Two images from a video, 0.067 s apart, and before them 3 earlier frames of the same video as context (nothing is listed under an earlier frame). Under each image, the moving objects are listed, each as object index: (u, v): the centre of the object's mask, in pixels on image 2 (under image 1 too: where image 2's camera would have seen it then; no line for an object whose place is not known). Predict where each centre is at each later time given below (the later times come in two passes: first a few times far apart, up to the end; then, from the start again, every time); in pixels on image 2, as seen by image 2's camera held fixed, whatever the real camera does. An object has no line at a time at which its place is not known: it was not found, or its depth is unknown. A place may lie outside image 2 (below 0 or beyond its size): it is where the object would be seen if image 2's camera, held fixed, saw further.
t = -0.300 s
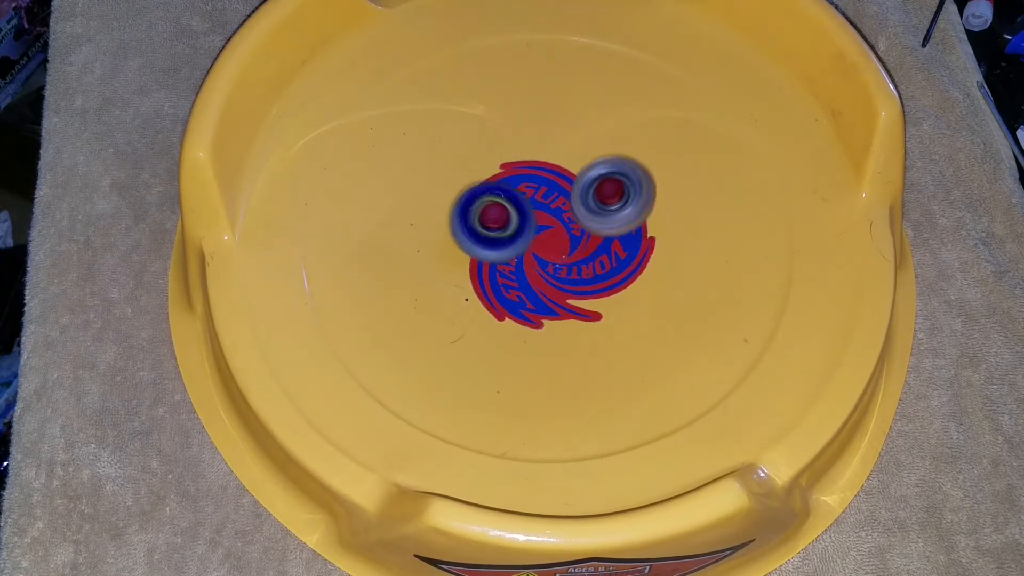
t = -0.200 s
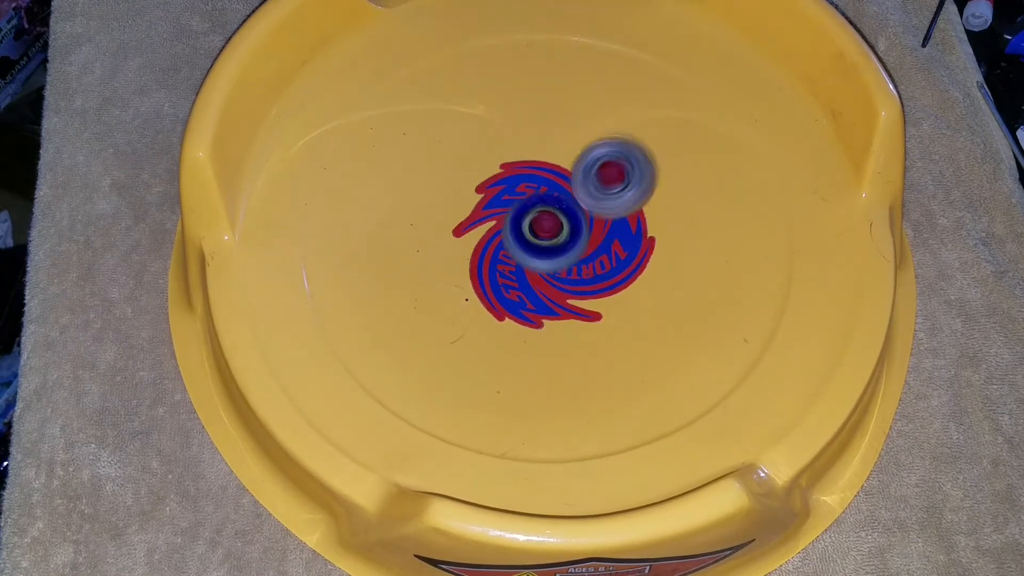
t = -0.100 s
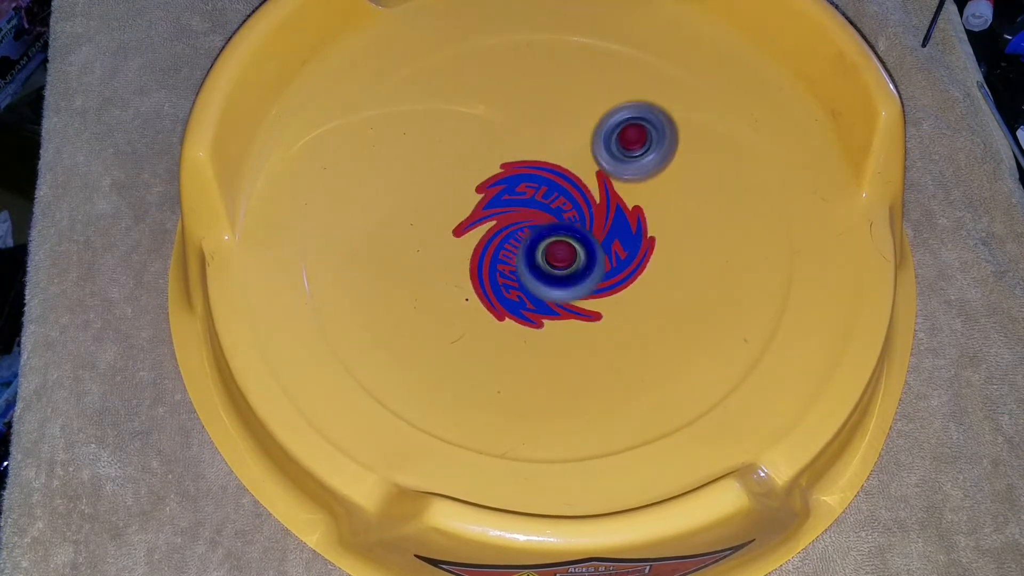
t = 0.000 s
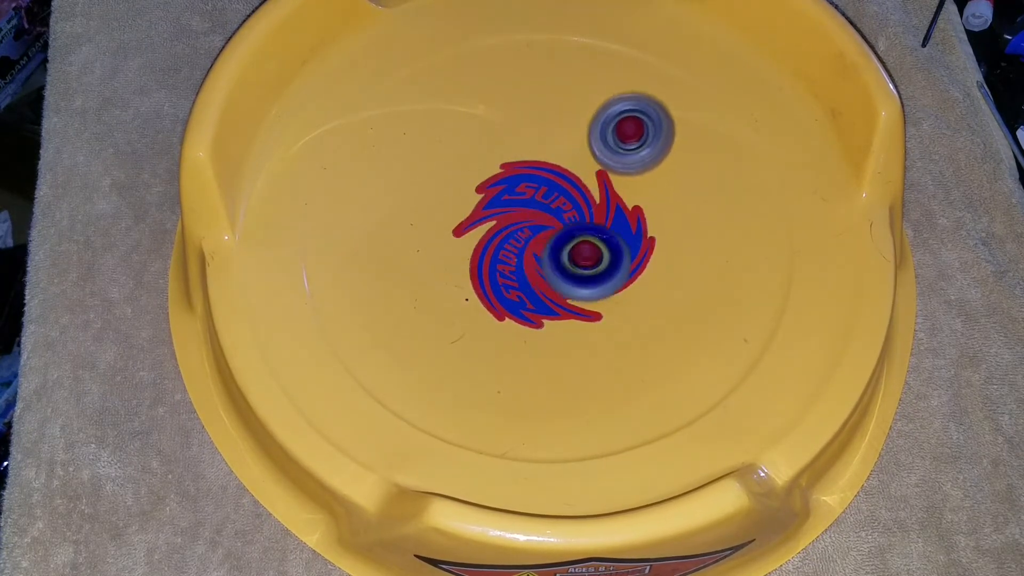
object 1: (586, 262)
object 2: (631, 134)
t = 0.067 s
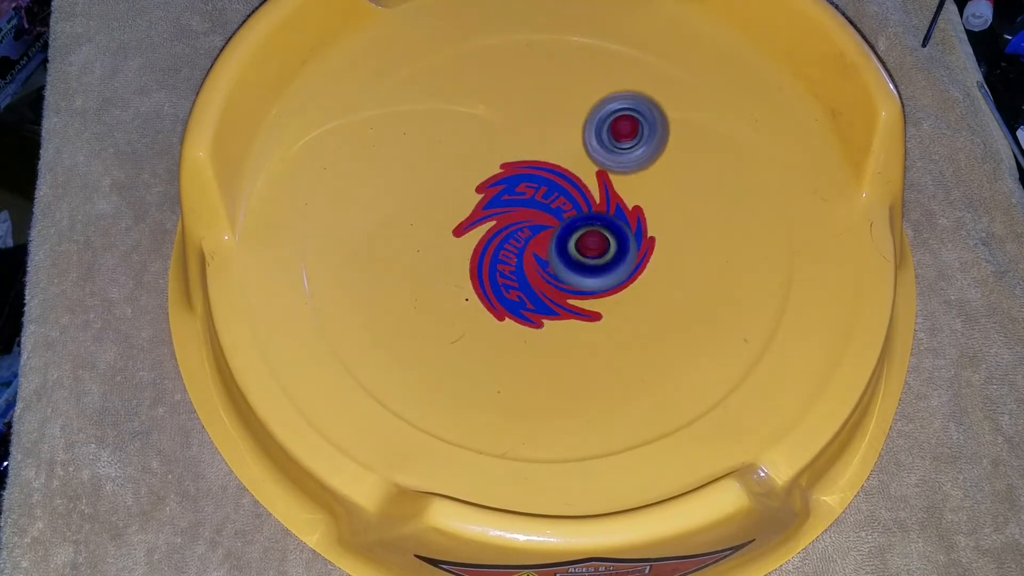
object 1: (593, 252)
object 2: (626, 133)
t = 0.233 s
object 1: (564, 237)
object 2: (600, 142)
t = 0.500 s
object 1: (557, 281)
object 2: (534, 189)
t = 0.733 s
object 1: (557, 256)
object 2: (459, 224)
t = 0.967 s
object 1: (528, 266)
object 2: (417, 244)
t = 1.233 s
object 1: (542, 258)
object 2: (427, 268)
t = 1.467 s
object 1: (575, 193)
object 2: (397, 312)
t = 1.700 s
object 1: (523, 194)
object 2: (427, 327)
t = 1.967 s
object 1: (578, 254)
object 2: (504, 317)
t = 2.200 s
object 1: (587, 218)
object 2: (548, 315)
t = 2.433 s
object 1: (545, 226)
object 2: (587, 299)
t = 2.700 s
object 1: (494, 238)
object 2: (622, 290)
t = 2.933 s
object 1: (520, 264)
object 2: (638, 253)
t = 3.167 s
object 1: (530, 255)
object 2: (623, 224)
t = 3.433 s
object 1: (530, 256)
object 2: (580, 193)
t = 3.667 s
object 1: (565, 284)
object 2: (549, 164)
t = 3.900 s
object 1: (566, 240)
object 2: (509, 180)
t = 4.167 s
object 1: (605, 253)
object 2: (455, 188)
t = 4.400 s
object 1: (558, 253)
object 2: (464, 256)
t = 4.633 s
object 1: (561, 267)
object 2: (436, 329)
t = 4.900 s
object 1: (550, 260)
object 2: (473, 341)
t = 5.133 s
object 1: (528, 230)
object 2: (517, 345)
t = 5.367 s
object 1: (513, 218)
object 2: (556, 304)
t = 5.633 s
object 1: (452, 209)
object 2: (650, 247)
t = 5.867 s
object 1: (505, 251)
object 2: (651, 220)
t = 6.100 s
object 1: (540, 227)
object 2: (636, 189)
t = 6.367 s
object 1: (521, 232)
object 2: (593, 182)
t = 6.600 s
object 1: (536, 263)
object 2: (562, 189)
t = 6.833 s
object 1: (580, 293)
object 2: (549, 186)
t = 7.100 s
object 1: (581, 266)
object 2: (513, 189)
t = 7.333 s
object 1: (561, 272)
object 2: (489, 200)
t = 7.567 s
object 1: (564, 286)
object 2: (475, 218)
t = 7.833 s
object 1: (588, 274)
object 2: (474, 227)
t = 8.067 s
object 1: (597, 228)
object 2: (483, 225)
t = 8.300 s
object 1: (586, 223)
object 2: (464, 218)
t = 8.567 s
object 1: (563, 263)
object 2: (479, 214)
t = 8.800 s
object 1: (579, 274)
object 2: (497, 211)
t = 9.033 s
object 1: (567, 272)
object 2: (516, 188)
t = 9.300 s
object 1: (544, 273)
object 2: (527, 182)
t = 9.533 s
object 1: (518, 277)
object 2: (552, 199)
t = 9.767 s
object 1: (520, 278)
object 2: (585, 214)
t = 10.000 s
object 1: (527, 271)
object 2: (605, 219)
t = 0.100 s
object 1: (591, 246)
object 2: (622, 133)
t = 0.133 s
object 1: (588, 239)
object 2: (617, 134)
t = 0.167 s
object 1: (582, 236)
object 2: (612, 136)
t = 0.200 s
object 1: (574, 236)
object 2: (607, 139)
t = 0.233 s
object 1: (564, 237)
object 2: (600, 142)
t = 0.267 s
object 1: (557, 241)
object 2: (593, 147)
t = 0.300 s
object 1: (551, 247)
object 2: (586, 152)
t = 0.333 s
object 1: (546, 254)
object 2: (578, 158)
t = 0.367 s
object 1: (542, 262)
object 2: (570, 163)
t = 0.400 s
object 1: (543, 270)
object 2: (561, 169)
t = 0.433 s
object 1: (547, 275)
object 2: (553, 175)
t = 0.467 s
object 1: (552, 280)
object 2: (544, 182)
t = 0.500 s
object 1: (557, 281)
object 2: (534, 189)
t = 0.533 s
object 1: (561, 279)
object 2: (523, 195)
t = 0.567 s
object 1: (564, 276)
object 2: (512, 202)
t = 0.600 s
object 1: (567, 273)
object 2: (499, 208)
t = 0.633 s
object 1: (568, 269)
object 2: (487, 214)
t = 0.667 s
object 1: (565, 265)
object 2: (478, 217)
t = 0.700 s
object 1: (562, 260)
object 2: (468, 221)
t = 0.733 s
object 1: (557, 256)
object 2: (459, 224)
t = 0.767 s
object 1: (553, 255)
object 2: (449, 228)
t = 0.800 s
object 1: (547, 256)
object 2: (442, 231)
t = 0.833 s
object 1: (542, 256)
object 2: (434, 234)
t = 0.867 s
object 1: (536, 258)
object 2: (428, 236)
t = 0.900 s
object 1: (530, 260)
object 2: (423, 238)
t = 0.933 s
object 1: (528, 263)
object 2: (420, 241)
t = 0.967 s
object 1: (528, 266)
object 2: (417, 244)
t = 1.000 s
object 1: (529, 267)
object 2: (415, 247)
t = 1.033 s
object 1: (531, 267)
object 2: (413, 249)
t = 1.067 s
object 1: (534, 267)
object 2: (413, 252)
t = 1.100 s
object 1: (536, 267)
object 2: (414, 256)
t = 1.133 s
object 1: (537, 266)
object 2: (416, 259)
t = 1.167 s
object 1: (539, 263)
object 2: (418, 262)
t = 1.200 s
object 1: (541, 260)
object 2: (422, 265)
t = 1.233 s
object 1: (542, 258)
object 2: (427, 268)
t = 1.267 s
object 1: (539, 258)
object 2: (432, 271)
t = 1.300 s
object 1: (531, 257)
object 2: (439, 274)
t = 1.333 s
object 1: (539, 249)
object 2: (429, 284)
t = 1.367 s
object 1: (557, 234)
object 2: (410, 296)
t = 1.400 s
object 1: (569, 220)
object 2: (399, 305)
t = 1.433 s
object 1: (574, 207)
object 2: (397, 309)
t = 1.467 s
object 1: (575, 193)
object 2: (397, 312)
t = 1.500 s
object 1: (571, 182)
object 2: (399, 315)
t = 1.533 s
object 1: (563, 174)
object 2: (401, 318)
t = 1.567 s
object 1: (554, 171)
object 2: (405, 321)
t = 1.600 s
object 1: (544, 173)
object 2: (409, 323)
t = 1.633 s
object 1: (534, 178)
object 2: (414, 324)
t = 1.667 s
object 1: (526, 185)
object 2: (420, 326)
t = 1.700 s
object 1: (523, 194)
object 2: (427, 327)
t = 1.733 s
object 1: (523, 205)
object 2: (435, 327)
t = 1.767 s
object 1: (526, 217)
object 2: (444, 326)
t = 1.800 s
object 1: (532, 227)
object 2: (454, 325)
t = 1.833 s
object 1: (538, 235)
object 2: (464, 323)
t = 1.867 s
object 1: (544, 242)
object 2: (474, 319)
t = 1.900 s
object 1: (554, 249)
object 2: (485, 316)
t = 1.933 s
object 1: (565, 257)
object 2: (497, 312)
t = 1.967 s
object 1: (578, 254)
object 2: (504, 317)
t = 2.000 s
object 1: (589, 247)
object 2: (512, 323)
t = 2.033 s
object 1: (596, 242)
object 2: (519, 325)
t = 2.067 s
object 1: (600, 235)
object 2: (525, 324)
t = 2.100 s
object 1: (600, 230)
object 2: (531, 323)
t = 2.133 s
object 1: (598, 225)
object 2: (536, 321)
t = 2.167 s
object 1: (591, 221)
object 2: (542, 319)
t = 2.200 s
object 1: (587, 218)
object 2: (548, 315)
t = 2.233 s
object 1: (580, 217)
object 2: (554, 312)
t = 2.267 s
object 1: (573, 218)
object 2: (560, 308)
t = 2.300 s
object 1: (567, 220)
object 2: (567, 304)
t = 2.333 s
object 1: (558, 221)
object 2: (573, 303)
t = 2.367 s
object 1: (551, 223)
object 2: (579, 304)
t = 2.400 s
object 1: (547, 225)
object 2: (583, 302)
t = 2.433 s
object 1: (545, 226)
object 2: (587, 299)
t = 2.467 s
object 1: (543, 227)
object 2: (590, 296)
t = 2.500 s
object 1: (533, 221)
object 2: (602, 301)
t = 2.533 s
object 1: (523, 218)
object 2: (609, 302)
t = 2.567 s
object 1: (514, 217)
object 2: (613, 301)
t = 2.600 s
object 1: (505, 218)
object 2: (617, 299)
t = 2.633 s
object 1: (497, 223)
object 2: (619, 296)
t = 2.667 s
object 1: (494, 230)
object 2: (621, 293)
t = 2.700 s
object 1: (494, 238)
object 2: (622, 290)
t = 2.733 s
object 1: (495, 246)
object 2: (622, 286)
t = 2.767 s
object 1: (499, 252)
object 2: (622, 281)
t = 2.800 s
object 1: (505, 257)
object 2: (621, 277)
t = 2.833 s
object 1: (513, 260)
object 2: (621, 271)
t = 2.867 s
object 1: (524, 263)
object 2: (619, 266)
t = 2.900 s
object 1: (523, 263)
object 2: (629, 259)
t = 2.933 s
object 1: (520, 264)
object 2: (638, 253)
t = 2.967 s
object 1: (520, 264)
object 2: (639, 250)
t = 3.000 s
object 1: (521, 263)
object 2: (638, 246)
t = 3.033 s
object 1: (523, 262)
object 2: (637, 242)
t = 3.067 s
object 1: (526, 262)
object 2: (634, 237)
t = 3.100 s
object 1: (528, 261)
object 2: (632, 232)
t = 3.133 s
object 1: (529, 259)
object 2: (628, 228)
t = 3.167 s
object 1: (530, 255)
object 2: (623, 224)
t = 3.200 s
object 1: (531, 253)
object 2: (619, 219)
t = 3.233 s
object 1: (531, 251)
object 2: (614, 216)
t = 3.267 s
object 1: (529, 252)
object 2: (609, 211)
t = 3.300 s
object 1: (525, 253)
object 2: (604, 206)
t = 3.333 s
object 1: (522, 255)
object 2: (598, 202)
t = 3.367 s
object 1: (523, 255)
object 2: (592, 199)
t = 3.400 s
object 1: (525, 256)
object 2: (586, 195)
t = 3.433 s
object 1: (530, 256)
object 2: (580, 193)
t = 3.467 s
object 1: (528, 266)
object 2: (577, 182)
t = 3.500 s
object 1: (530, 273)
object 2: (575, 174)
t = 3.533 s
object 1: (534, 279)
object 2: (571, 170)
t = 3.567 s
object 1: (540, 284)
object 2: (565, 167)
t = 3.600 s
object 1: (548, 286)
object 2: (560, 166)
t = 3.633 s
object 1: (557, 286)
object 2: (554, 165)
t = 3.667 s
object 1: (565, 284)
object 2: (549, 164)
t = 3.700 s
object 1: (571, 279)
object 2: (544, 165)
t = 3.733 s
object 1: (575, 272)
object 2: (538, 166)
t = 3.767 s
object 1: (576, 263)
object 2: (532, 168)
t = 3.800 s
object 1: (575, 255)
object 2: (527, 170)
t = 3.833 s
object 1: (572, 247)
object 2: (521, 173)
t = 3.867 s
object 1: (568, 242)
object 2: (515, 176)
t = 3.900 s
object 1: (566, 240)
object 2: (509, 180)
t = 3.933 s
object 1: (572, 247)
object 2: (495, 176)
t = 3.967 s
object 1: (581, 255)
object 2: (480, 169)
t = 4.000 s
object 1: (589, 257)
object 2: (470, 168)
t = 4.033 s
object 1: (596, 259)
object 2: (464, 170)
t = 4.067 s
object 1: (602, 258)
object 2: (461, 173)
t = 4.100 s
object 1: (604, 257)
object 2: (458, 177)
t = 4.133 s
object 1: (605, 255)
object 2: (456, 182)
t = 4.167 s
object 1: (605, 253)
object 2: (455, 188)
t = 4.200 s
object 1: (603, 250)
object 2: (454, 194)
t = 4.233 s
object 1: (600, 248)
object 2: (454, 201)
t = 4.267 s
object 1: (594, 247)
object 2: (456, 209)
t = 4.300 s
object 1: (586, 247)
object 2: (458, 217)
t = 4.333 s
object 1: (577, 248)
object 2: (460, 230)
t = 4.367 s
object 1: (568, 250)
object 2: (462, 242)
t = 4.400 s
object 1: (558, 253)
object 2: (464, 256)
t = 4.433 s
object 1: (558, 258)
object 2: (454, 271)
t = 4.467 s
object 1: (559, 262)
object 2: (446, 287)
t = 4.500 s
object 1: (560, 265)
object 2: (441, 300)
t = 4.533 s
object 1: (560, 267)
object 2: (438, 310)
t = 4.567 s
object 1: (560, 267)
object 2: (435, 319)
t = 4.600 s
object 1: (561, 267)
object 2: (435, 325)
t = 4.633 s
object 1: (561, 267)
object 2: (436, 329)
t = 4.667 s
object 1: (561, 267)
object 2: (437, 333)
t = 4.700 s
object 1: (561, 266)
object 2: (440, 336)
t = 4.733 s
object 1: (560, 266)
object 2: (444, 339)
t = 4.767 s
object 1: (559, 266)
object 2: (449, 341)
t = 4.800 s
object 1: (556, 264)
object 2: (455, 342)
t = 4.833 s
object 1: (554, 262)
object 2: (460, 342)
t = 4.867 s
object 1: (551, 260)
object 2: (467, 342)
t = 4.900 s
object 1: (550, 260)
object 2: (473, 341)
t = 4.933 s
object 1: (546, 259)
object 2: (481, 339)
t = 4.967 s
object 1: (543, 258)
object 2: (489, 335)
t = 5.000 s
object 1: (537, 258)
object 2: (498, 330)
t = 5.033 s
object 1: (533, 249)
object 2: (502, 339)
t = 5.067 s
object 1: (532, 239)
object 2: (507, 345)
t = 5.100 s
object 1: (531, 235)
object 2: (512, 346)
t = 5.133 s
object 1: (528, 230)
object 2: (517, 345)
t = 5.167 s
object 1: (523, 224)
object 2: (522, 343)
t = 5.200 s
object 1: (519, 221)
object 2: (527, 340)
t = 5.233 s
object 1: (516, 219)
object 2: (532, 336)
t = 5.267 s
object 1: (515, 217)
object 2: (537, 331)
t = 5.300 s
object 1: (514, 216)
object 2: (543, 324)
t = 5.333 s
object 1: (514, 217)
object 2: (549, 315)
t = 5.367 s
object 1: (513, 218)
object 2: (556, 304)
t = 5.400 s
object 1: (512, 219)
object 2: (565, 294)
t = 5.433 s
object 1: (511, 220)
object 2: (574, 283)
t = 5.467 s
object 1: (512, 221)
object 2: (584, 272)
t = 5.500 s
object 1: (498, 213)
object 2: (608, 269)
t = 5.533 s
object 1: (485, 208)
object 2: (623, 264)
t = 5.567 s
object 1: (471, 206)
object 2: (634, 259)
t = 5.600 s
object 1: (461, 206)
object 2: (642, 254)
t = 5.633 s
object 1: (452, 209)
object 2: (650, 247)
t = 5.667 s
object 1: (445, 216)
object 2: (654, 243)
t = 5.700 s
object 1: (444, 226)
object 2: (657, 239)
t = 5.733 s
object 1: (448, 237)
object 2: (658, 236)
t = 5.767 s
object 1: (459, 246)
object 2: (658, 232)
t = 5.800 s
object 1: (473, 250)
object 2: (657, 229)
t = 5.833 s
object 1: (488, 252)
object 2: (654, 224)
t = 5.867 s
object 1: (505, 251)
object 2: (651, 220)
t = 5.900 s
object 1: (520, 248)
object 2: (645, 215)
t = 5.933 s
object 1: (533, 243)
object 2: (641, 212)
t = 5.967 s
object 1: (546, 235)
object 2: (635, 210)
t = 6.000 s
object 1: (544, 232)
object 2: (640, 201)
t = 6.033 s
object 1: (543, 230)
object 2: (644, 194)
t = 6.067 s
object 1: (541, 229)
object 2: (641, 192)
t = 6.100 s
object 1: (540, 227)
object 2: (636, 189)
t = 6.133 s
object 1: (538, 224)
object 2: (631, 188)
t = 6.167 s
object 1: (536, 223)
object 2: (625, 187)
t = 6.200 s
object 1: (534, 220)
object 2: (617, 186)
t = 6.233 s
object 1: (530, 223)
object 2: (613, 183)
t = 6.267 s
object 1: (530, 225)
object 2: (608, 182)
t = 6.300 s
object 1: (528, 226)
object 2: (604, 183)
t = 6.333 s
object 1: (525, 228)
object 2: (598, 183)
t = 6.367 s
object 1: (521, 232)
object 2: (593, 182)
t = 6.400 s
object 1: (520, 237)
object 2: (589, 181)
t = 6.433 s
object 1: (523, 242)
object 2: (585, 182)
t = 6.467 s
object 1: (527, 247)
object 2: (580, 184)
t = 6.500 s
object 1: (529, 254)
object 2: (575, 184)
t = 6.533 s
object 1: (529, 257)
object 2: (570, 186)
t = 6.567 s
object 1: (532, 261)
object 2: (567, 187)
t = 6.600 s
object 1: (536, 263)
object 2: (562, 189)
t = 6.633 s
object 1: (539, 275)
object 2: (561, 183)
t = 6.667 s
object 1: (543, 284)
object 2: (560, 178)
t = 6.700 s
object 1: (548, 290)
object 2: (558, 178)
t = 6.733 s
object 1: (557, 295)
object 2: (556, 179)
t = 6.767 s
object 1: (566, 297)
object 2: (554, 180)
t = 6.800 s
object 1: (574, 296)
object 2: (551, 183)
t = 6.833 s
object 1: (580, 293)
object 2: (549, 186)
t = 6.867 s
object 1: (585, 286)
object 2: (546, 189)
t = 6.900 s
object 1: (586, 280)
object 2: (544, 194)
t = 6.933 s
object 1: (584, 272)
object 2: (541, 198)
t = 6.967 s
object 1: (585, 270)
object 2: (532, 195)
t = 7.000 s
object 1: (586, 272)
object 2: (521, 187)
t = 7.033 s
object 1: (586, 271)
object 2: (517, 186)
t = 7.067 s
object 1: (584, 269)
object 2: (515, 187)
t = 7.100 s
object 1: (581, 266)
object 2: (513, 189)
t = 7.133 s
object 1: (576, 263)
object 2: (511, 192)
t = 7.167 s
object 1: (568, 260)
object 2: (509, 196)
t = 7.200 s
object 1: (566, 261)
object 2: (503, 195)
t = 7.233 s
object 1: (565, 265)
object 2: (495, 193)
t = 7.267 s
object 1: (564, 267)
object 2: (492, 195)
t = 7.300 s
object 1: (562, 270)
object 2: (490, 197)
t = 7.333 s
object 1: (561, 272)
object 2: (489, 200)
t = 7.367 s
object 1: (560, 274)
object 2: (487, 205)
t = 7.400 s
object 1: (558, 274)
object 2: (486, 209)
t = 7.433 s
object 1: (555, 275)
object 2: (486, 214)
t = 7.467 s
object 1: (554, 276)
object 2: (487, 219)
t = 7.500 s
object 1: (559, 281)
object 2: (476, 216)
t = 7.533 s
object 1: (560, 283)
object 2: (475, 217)
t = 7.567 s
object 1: (564, 286)
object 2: (475, 218)
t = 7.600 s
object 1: (566, 286)
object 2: (477, 218)
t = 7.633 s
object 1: (567, 287)
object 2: (477, 220)
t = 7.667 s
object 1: (568, 285)
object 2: (478, 223)
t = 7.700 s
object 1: (569, 283)
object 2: (480, 226)
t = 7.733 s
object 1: (570, 281)
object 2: (483, 230)
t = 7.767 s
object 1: (568, 276)
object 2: (487, 231)
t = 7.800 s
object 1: (572, 274)
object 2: (486, 232)
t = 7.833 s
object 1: (588, 274)
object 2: (474, 227)
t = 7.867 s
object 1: (598, 270)
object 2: (469, 225)
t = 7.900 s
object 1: (607, 264)
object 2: (470, 226)
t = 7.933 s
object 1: (613, 255)
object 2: (473, 225)
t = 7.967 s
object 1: (614, 249)
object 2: (476, 225)
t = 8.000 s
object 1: (612, 241)
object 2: (477, 224)
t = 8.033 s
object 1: (606, 233)
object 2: (478, 225)
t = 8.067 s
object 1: (597, 228)
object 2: (483, 225)
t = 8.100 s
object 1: (585, 225)
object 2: (488, 223)
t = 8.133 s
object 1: (585, 224)
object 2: (482, 221)
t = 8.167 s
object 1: (589, 223)
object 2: (469, 222)
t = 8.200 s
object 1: (589, 222)
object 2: (465, 222)
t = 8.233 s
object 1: (589, 222)
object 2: (466, 221)
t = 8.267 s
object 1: (588, 221)
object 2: (465, 218)
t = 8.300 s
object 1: (586, 223)
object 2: (464, 218)
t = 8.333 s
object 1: (582, 226)
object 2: (466, 218)
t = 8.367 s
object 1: (577, 228)
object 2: (467, 216)
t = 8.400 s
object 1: (572, 232)
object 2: (467, 216)
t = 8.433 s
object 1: (566, 238)
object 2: (469, 217)
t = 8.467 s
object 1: (564, 244)
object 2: (474, 216)
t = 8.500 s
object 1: (560, 249)
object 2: (478, 215)
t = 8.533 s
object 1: (561, 256)
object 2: (477, 213)
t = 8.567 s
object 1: (563, 263)
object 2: (479, 214)
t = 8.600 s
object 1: (566, 269)
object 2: (485, 214)
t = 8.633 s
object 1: (571, 274)
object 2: (487, 213)
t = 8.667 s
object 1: (575, 278)
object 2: (487, 214)
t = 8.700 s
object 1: (578, 276)
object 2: (488, 214)
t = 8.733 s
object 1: (581, 277)
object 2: (491, 215)
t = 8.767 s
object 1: (581, 276)
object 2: (494, 213)
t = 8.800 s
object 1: (579, 274)
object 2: (497, 211)
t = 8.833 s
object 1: (577, 271)
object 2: (502, 212)
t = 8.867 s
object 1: (573, 267)
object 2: (507, 211)
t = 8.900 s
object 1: (570, 266)
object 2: (508, 206)
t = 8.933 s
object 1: (566, 265)
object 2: (510, 204)
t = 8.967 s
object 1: (566, 269)
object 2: (511, 197)
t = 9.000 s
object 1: (567, 271)
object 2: (512, 191)
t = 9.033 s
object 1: (567, 272)
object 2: (516, 188)
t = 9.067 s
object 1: (568, 275)
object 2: (518, 185)
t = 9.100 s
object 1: (566, 276)
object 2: (519, 182)
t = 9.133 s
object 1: (564, 277)
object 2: (519, 182)
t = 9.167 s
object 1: (561, 277)
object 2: (522, 182)
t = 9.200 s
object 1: (558, 275)
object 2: (524, 180)
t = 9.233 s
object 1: (555, 275)
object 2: (525, 178)
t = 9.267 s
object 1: (550, 274)
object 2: (525, 180)
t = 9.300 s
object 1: (544, 273)
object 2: (527, 182)
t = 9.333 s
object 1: (539, 273)
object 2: (531, 183)
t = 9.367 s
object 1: (534, 272)
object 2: (534, 188)
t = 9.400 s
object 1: (530, 269)
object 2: (537, 192)
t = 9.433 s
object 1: (525, 270)
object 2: (541, 195)
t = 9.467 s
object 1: (521, 273)
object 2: (544, 197)
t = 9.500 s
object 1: (518, 276)
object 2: (548, 199)
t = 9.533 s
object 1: (518, 277)
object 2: (552, 199)
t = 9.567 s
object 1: (517, 278)
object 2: (556, 202)
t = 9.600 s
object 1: (518, 278)
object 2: (561, 207)
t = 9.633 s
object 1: (519, 278)
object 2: (566, 208)
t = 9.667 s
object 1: (520, 276)
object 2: (568, 212)
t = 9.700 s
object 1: (519, 277)
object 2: (574, 214)
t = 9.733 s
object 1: (519, 277)
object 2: (582, 213)
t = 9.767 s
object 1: (520, 278)
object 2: (585, 214)
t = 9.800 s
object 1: (520, 280)
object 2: (589, 217)
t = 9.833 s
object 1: (520, 278)
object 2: (594, 218)
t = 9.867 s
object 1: (522, 276)
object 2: (596, 216)
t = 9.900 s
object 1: (524, 276)
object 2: (596, 216)
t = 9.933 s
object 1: (527, 273)
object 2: (595, 219)
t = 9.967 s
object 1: (530, 271)
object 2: (598, 222)
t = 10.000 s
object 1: (527, 271)
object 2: (605, 219)
